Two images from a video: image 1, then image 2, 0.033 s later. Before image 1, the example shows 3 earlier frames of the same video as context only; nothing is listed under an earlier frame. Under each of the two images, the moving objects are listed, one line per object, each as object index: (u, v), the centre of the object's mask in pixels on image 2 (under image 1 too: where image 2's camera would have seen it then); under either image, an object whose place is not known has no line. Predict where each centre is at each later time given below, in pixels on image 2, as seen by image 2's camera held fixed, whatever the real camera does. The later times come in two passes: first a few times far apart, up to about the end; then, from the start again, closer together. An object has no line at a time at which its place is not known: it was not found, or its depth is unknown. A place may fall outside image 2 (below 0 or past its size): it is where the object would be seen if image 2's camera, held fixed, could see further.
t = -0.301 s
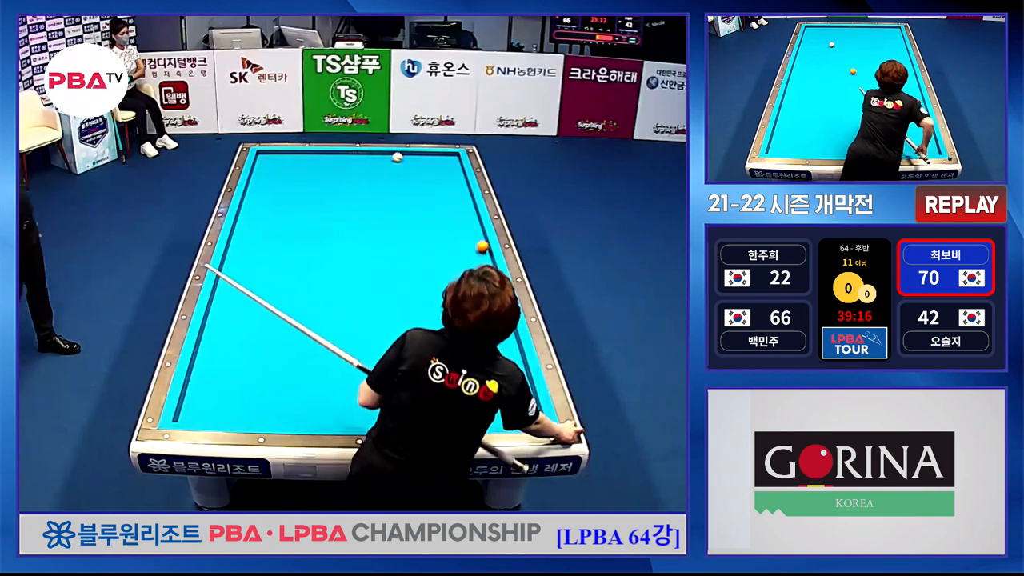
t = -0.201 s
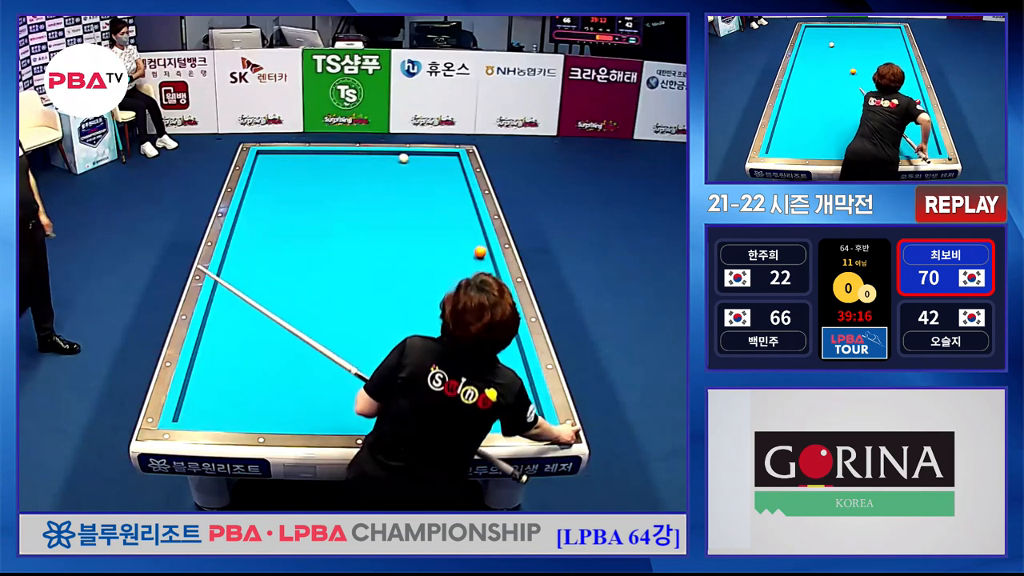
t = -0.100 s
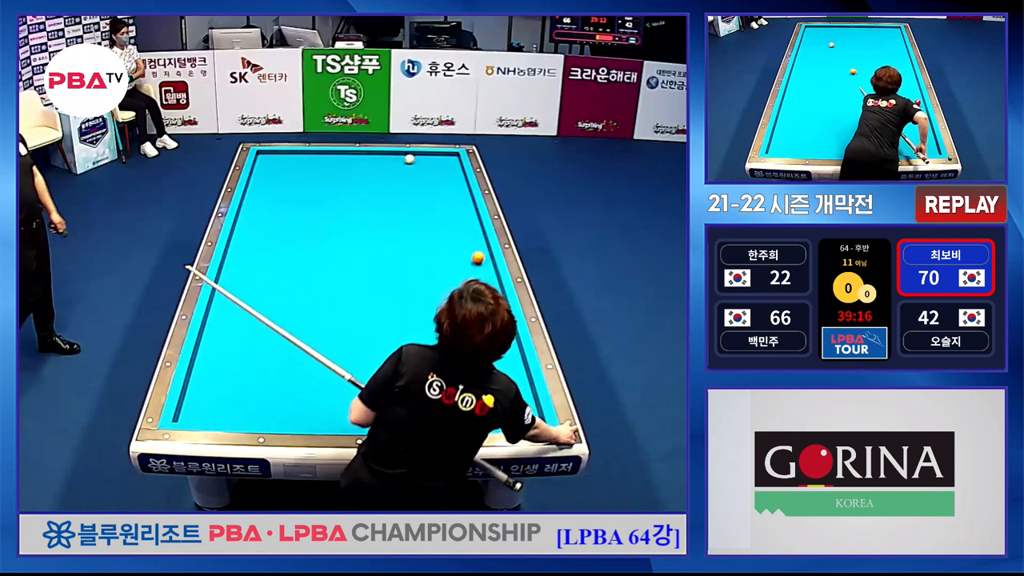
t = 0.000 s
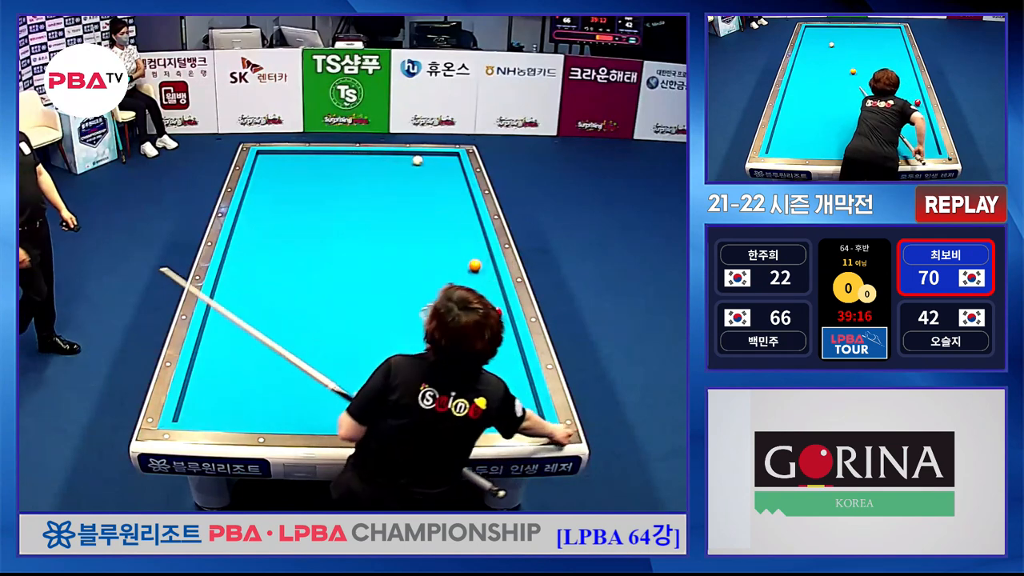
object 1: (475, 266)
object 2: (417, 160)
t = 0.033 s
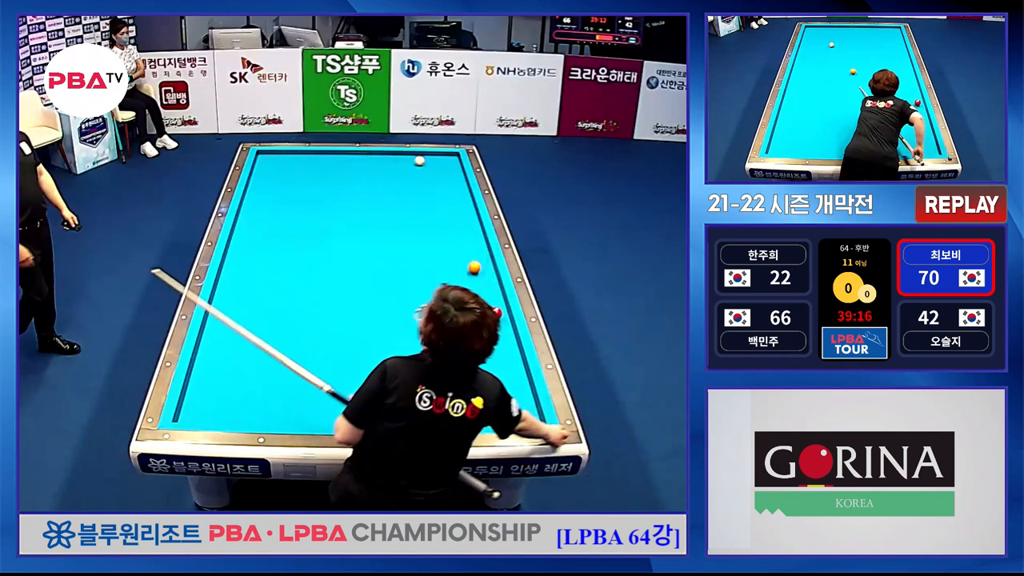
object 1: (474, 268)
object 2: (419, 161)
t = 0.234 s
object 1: (469, 280)
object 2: (431, 163)
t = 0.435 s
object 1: (464, 292)
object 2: (443, 165)
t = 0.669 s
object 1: (458, 310)
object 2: (458, 167)
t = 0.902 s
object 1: (452, 326)
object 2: (453, 170)
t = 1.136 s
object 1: (445, 343)
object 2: (448, 172)
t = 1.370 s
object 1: (438, 360)
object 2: (442, 175)
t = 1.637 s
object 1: (430, 381)
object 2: (435, 177)
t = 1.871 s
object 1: (421, 403)
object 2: (428, 180)
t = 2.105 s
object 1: (413, 421)
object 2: (423, 182)
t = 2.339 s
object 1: (399, 411)
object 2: (418, 184)
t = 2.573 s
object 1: (385, 401)
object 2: (413, 186)
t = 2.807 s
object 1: (373, 391)
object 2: (408, 188)
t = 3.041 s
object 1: (362, 382)
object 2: (403, 190)
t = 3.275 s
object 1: (351, 373)
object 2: (399, 192)
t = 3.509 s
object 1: (341, 365)
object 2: (395, 193)
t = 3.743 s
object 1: (331, 358)
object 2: (391, 195)
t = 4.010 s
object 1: (321, 350)
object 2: (387, 197)
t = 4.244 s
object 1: (311, 341)
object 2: (383, 198)
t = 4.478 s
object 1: (303, 335)
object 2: (380, 200)
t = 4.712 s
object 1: (296, 330)
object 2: (377, 200)
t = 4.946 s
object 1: (290, 325)
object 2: (374, 201)
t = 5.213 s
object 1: (283, 319)
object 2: (372, 202)
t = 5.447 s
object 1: (278, 315)
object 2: (370, 203)
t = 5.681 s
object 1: (272, 311)
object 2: (368, 204)
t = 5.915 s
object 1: (267, 307)
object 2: (367, 204)
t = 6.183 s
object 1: (262, 303)
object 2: (366, 205)
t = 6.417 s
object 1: (258, 300)
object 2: (365, 205)
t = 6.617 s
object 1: (254, 298)
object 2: (365, 205)
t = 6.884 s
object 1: (251, 295)
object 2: (365, 205)
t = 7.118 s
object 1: (248, 293)
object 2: (365, 205)
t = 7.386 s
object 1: (245, 290)
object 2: (365, 205)
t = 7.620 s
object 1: (242, 288)
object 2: (365, 205)
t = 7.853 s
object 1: (240, 286)
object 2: (365, 205)
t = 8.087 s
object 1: (238, 284)
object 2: (365, 205)
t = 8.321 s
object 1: (236, 283)
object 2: (365, 205)
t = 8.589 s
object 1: (235, 282)
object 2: (365, 205)
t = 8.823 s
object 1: (234, 281)
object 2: (365, 205)
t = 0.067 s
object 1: (473, 269)
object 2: (421, 161)
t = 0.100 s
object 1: (472, 272)
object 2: (423, 161)
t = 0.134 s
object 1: (472, 273)
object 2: (425, 162)
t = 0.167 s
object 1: (471, 276)
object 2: (427, 162)
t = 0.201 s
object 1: (470, 277)
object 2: (429, 162)
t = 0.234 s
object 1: (469, 280)
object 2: (431, 163)
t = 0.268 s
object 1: (469, 282)
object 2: (433, 163)
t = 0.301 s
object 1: (468, 284)
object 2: (435, 163)
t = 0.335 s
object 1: (467, 286)
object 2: (437, 163)
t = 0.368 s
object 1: (466, 288)
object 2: (439, 164)
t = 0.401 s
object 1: (465, 290)
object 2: (441, 164)
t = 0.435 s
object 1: (464, 292)
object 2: (443, 165)
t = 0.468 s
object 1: (464, 294)
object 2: (445, 165)
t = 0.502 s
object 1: (463, 297)
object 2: (447, 165)
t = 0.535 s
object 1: (462, 299)
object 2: (449, 166)
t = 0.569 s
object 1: (461, 301)
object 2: (450, 166)
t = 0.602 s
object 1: (459, 305)
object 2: (454, 167)
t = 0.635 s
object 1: (459, 307)
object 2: (456, 167)
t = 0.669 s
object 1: (458, 310)
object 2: (458, 167)
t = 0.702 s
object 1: (457, 312)
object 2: (459, 168)
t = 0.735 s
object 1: (456, 314)
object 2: (458, 168)
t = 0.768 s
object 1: (455, 316)
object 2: (457, 168)
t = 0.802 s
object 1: (454, 319)
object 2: (456, 169)
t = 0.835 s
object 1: (453, 321)
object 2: (455, 169)
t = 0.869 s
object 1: (453, 323)
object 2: (454, 169)
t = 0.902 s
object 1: (452, 326)
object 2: (453, 170)
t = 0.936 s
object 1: (451, 328)
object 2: (453, 170)
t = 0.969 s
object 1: (450, 330)
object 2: (452, 170)
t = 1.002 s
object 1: (449, 333)
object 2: (451, 171)
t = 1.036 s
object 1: (448, 335)
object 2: (450, 171)
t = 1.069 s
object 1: (447, 338)
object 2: (449, 171)
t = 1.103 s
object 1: (446, 340)
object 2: (448, 172)
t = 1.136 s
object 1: (445, 343)
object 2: (448, 172)
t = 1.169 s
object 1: (444, 345)
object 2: (447, 173)
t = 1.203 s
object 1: (443, 347)
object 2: (446, 173)
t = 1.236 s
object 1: (442, 350)
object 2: (445, 173)
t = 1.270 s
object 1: (441, 352)
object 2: (444, 173)
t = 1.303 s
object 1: (440, 355)
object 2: (443, 174)
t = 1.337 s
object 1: (439, 357)
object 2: (442, 174)
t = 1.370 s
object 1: (438, 360)
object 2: (442, 175)
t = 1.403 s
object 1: (437, 363)
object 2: (441, 175)
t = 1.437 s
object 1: (436, 365)
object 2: (440, 175)
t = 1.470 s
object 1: (435, 368)
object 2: (439, 176)
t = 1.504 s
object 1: (434, 370)
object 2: (438, 176)
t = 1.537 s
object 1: (433, 373)
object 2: (437, 176)
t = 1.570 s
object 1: (432, 376)
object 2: (436, 177)
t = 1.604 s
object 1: (431, 378)
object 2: (435, 177)
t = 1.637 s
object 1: (430, 381)
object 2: (435, 177)
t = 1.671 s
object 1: (429, 384)
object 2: (434, 177)
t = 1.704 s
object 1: (428, 386)
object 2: (433, 178)
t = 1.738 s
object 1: (427, 389)
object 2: (432, 178)
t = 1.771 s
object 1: (426, 392)
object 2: (432, 178)
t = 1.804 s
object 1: (424, 395)
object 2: (431, 179)
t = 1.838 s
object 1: (422, 400)
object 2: (429, 179)
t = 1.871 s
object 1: (421, 403)
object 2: (428, 180)
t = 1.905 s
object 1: (420, 406)
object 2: (428, 180)
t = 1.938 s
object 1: (419, 409)
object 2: (427, 180)
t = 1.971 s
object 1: (418, 412)
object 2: (426, 181)
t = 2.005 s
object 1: (416, 415)
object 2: (425, 181)
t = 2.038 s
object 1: (415, 417)
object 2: (424, 181)
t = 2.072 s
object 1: (414, 419)
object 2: (424, 182)
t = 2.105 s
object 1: (413, 421)
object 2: (423, 182)
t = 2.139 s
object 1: (411, 421)
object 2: (422, 182)
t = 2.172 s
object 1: (409, 419)
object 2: (421, 183)
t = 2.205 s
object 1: (407, 418)
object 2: (421, 183)
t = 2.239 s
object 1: (405, 416)
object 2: (420, 183)
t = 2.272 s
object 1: (403, 414)
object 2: (419, 183)
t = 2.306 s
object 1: (401, 413)
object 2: (418, 184)
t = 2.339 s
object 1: (399, 411)
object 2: (418, 184)
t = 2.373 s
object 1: (397, 410)
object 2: (417, 184)
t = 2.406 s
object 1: (395, 408)
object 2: (416, 185)
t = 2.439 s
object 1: (393, 407)
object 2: (416, 185)
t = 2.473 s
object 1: (391, 405)
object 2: (415, 185)
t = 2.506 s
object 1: (389, 404)
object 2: (414, 185)
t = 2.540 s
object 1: (387, 402)
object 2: (413, 186)
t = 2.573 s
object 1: (385, 401)
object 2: (413, 186)
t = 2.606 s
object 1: (384, 400)
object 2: (412, 186)
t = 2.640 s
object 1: (382, 398)
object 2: (411, 187)
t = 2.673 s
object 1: (380, 397)
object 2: (410, 187)
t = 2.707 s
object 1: (378, 395)
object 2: (410, 187)
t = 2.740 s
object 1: (377, 394)
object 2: (409, 187)
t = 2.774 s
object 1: (375, 393)
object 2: (408, 188)
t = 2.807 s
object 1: (373, 391)
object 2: (408, 188)
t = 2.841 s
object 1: (371, 390)
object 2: (407, 188)
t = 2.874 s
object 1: (370, 388)
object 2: (406, 188)
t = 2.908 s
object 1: (368, 387)
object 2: (406, 189)
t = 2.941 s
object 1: (366, 386)
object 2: (405, 189)
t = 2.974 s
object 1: (365, 384)
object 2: (404, 189)
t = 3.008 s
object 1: (363, 383)
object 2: (404, 189)
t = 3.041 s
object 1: (362, 382)
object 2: (403, 190)
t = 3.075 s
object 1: (360, 381)
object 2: (403, 190)
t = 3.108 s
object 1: (358, 380)
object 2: (402, 190)
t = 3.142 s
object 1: (357, 378)
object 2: (401, 191)
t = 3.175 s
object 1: (355, 377)
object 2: (401, 191)
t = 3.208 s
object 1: (354, 376)
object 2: (400, 191)
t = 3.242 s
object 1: (352, 375)
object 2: (400, 191)
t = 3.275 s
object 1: (351, 373)
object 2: (399, 192)
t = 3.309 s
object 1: (349, 372)
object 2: (399, 192)
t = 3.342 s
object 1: (348, 371)
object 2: (398, 192)
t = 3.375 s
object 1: (346, 370)
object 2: (397, 192)
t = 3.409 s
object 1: (345, 369)
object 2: (397, 193)
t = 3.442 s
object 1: (344, 368)
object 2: (396, 193)
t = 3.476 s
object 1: (342, 367)
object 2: (396, 193)
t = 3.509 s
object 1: (341, 365)
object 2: (395, 193)
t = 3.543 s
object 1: (339, 364)
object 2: (394, 194)
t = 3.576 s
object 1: (338, 363)
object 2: (394, 194)
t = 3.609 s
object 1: (337, 362)
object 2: (393, 194)
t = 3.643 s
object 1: (335, 361)
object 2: (393, 194)
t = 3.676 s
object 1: (334, 360)
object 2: (392, 194)
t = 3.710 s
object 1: (333, 359)
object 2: (392, 195)
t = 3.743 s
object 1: (331, 358)
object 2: (391, 195)
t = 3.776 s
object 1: (330, 357)
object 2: (390, 195)
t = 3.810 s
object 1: (329, 356)
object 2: (390, 195)
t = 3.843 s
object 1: (328, 355)
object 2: (389, 196)
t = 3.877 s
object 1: (326, 354)
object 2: (389, 196)
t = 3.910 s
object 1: (325, 353)
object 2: (388, 196)
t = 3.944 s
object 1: (324, 352)
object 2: (388, 196)
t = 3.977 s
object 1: (323, 351)
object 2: (387, 196)
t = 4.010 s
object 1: (321, 350)
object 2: (387, 197)
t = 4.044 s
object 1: (320, 349)
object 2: (386, 197)
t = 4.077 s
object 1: (319, 348)
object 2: (386, 197)
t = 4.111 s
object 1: (318, 347)
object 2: (385, 197)
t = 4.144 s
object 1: (316, 346)
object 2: (385, 197)
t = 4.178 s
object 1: (315, 345)
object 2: (384, 198)
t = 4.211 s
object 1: (313, 343)
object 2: (384, 198)
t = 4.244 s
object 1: (311, 341)
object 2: (383, 198)
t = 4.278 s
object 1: (309, 340)
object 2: (382, 198)
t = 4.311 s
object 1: (308, 340)
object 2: (382, 199)
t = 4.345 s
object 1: (307, 339)
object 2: (381, 199)
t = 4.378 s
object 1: (306, 338)
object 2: (381, 199)
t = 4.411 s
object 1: (305, 337)
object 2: (381, 199)
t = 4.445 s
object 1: (304, 336)
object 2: (380, 199)
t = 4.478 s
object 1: (303, 335)
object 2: (380, 200)
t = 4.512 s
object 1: (302, 335)
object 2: (379, 200)
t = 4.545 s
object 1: (301, 334)
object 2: (379, 200)
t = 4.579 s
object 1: (300, 333)
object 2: (379, 200)
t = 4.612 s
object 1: (299, 332)
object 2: (378, 200)
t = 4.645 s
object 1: (298, 332)
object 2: (378, 200)
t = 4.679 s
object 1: (297, 331)
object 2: (377, 200)
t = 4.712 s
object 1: (296, 330)
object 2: (377, 200)
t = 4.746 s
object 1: (295, 329)
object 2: (377, 201)
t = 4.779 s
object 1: (294, 329)
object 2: (376, 201)
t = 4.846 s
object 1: (292, 327)
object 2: (376, 201)
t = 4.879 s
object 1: (291, 326)
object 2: (375, 201)
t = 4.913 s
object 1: (290, 325)
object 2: (375, 201)
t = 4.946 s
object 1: (290, 325)
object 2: (374, 201)
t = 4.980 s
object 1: (289, 324)
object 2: (374, 202)
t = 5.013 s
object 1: (288, 323)
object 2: (374, 202)
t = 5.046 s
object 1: (287, 323)
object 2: (373, 202)
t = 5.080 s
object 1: (286, 322)
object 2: (373, 202)
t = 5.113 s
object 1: (285, 321)
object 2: (373, 202)
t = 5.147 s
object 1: (284, 320)
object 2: (372, 202)
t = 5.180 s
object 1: (283, 320)
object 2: (372, 202)
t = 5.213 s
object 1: (283, 319)
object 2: (372, 202)
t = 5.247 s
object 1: (282, 319)
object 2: (372, 202)
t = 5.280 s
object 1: (281, 318)
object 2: (371, 203)
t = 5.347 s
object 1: (280, 317)
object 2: (371, 203)
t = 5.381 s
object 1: (279, 317)
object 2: (371, 203)
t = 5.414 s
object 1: (278, 316)
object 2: (370, 203)
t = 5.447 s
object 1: (278, 315)
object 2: (370, 203)
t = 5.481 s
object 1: (277, 315)
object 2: (370, 203)
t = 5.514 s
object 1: (276, 314)
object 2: (370, 203)
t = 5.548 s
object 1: (275, 314)
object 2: (369, 203)
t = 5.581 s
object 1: (274, 313)
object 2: (369, 203)
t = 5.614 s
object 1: (274, 312)
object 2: (369, 204)
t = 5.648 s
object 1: (273, 312)
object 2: (369, 204)
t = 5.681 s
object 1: (272, 311)
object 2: (368, 204)
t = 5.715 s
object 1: (272, 311)
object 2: (368, 204)
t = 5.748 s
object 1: (271, 310)
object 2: (368, 204)
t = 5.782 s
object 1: (270, 310)
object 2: (368, 204)
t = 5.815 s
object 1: (269, 309)
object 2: (368, 204)
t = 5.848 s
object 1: (269, 308)
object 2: (368, 204)
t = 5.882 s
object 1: (268, 308)
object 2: (368, 204)
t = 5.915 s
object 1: (267, 307)
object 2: (367, 204)
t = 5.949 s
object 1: (267, 307)
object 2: (367, 204)
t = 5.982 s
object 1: (266, 306)
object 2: (367, 204)
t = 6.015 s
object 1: (265, 306)
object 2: (367, 204)
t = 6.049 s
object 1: (265, 305)
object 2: (367, 204)
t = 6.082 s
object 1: (264, 305)
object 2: (366, 204)
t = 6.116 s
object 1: (263, 304)
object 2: (366, 204)
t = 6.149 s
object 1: (263, 304)
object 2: (366, 205)
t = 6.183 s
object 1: (262, 303)
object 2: (366, 205)
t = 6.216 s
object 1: (261, 303)
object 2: (366, 205)
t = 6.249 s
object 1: (261, 302)
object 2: (366, 205)
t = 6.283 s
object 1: (260, 302)
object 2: (366, 205)
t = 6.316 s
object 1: (260, 302)
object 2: (366, 205)
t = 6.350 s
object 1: (259, 301)
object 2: (366, 205)
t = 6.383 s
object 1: (258, 300)
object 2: (366, 205)
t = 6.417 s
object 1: (258, 300)
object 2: (365, 205)
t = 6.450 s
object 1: (257, 300)
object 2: (365, 205)
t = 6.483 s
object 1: (257, 299)
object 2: (365, 205)
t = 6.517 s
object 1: (256, 299)
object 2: (365, 205)
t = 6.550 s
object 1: (255, 298)
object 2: (365, 205)
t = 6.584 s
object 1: (255, 298)
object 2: (365, 205)
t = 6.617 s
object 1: (254, 298)
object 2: (365, 205)
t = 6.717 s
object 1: (254, 297)
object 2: (365, 205)
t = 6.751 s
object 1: (253, 297)
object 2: (365, 205)
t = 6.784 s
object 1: (253, 296)
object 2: (365, 205)
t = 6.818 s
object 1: (252, 296)
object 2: (365, 205)
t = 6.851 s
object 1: (252, 295)
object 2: (365, 205)
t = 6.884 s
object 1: (251, 295)
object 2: (365, 205)
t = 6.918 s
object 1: (251, 295)
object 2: (365, 205)
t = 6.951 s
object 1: (250, 294)
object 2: (365, 205)
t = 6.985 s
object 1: (250, 294)
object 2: (365, 205)
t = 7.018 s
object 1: (250, 294)
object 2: (365, 205)
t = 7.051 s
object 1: (249, 293)
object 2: (365, 205)
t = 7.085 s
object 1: (249, 293)
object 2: (365, 205)
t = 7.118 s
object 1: (248, 293)
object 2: (365, 205)
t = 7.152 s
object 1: (248, 292)
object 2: (365, 205)
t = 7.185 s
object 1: (247, 292)
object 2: (365, 205)
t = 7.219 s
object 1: (247, 292)
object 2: (365, 205)
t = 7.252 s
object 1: (247, 291)
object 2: (365, 205)
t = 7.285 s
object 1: (246, 291)
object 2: (365, 205)
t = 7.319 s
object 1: (246, 290)
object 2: (365, 205)
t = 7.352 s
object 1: (245, 290)
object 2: (365, 205)
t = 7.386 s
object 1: (245, 290)
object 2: (365, 205)
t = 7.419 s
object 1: (244, 289)
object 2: (365, 205)
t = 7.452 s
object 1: (244, 289)
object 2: (365, 205)
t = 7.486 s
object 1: (243, 289)
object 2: (365, 205)
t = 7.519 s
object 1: (243, 289)
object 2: (365, 205)
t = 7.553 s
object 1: (243, 288)
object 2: (365, 205)
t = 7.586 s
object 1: (242, 288)
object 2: (365, 205)
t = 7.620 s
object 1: (242, 288)
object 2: (365, 205)
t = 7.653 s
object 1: (242, 287)
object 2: (365, 205)
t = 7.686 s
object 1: (241, 287)
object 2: (365, 205)
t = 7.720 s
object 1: (241, 287)
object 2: (365, 205)
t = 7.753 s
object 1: (241, 286)
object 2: (365, 205)
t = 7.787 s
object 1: (240, 286)
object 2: (365, 205)
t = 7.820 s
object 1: (240, 286)
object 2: (365, 205)
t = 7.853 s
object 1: (240, 286)
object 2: (365, 205)
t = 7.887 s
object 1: (240, 286)
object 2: (365, 205)
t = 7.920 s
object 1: (239, 285)
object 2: (365, 205)
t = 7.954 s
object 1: (239, 285)
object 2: (365, 205)
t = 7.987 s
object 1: (239, 285)
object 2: (365, 205)
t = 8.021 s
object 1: (238, 285)
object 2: (365, 205)
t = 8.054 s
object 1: (238, 285)
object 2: (365, 205)
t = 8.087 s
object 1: (238, 284)
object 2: (365, 205)
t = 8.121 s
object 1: (237, 284)
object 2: (365, 205)
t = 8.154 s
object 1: (237, 284)
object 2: (365, 205)
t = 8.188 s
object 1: (237, 284)
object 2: (365, 205)
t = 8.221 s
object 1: (237, 283)
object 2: (365, 205)
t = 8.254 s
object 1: (237, 283)
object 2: (365, 205)
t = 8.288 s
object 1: (237, 283)
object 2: (365, 205)
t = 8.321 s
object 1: (236, 283)
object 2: (365, 205)
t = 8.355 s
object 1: (236, 283)
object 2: (365, 205)
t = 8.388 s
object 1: (236, 282)
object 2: (365, 205)
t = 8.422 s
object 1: (236, 282)
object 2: (365, 205)
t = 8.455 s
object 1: (236, 282)
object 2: (365, 205)
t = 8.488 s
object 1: (235, 282)
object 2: (365, 205)
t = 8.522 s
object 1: (235, 282)
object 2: (365, 205)
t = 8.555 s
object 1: (235, 282)
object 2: (365, 205)
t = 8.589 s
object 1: (235, 282)
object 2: (365, 205)
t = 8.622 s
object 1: (235, 281)
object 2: (365, 205)
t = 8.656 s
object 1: (234, 281)
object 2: (365, 205)
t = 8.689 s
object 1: (234, 281)
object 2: (365, 205)
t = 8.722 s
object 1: (234, 281)
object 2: (365, 205)
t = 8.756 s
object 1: (234, 281)
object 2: (365, 205)
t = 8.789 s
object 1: (234, 281)
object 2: (365, 205)
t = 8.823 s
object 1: (234, 281)
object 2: (365, 205)
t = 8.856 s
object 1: (234, 281)
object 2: (365, 205)
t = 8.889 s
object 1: (234, 281)
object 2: (365, 205)
